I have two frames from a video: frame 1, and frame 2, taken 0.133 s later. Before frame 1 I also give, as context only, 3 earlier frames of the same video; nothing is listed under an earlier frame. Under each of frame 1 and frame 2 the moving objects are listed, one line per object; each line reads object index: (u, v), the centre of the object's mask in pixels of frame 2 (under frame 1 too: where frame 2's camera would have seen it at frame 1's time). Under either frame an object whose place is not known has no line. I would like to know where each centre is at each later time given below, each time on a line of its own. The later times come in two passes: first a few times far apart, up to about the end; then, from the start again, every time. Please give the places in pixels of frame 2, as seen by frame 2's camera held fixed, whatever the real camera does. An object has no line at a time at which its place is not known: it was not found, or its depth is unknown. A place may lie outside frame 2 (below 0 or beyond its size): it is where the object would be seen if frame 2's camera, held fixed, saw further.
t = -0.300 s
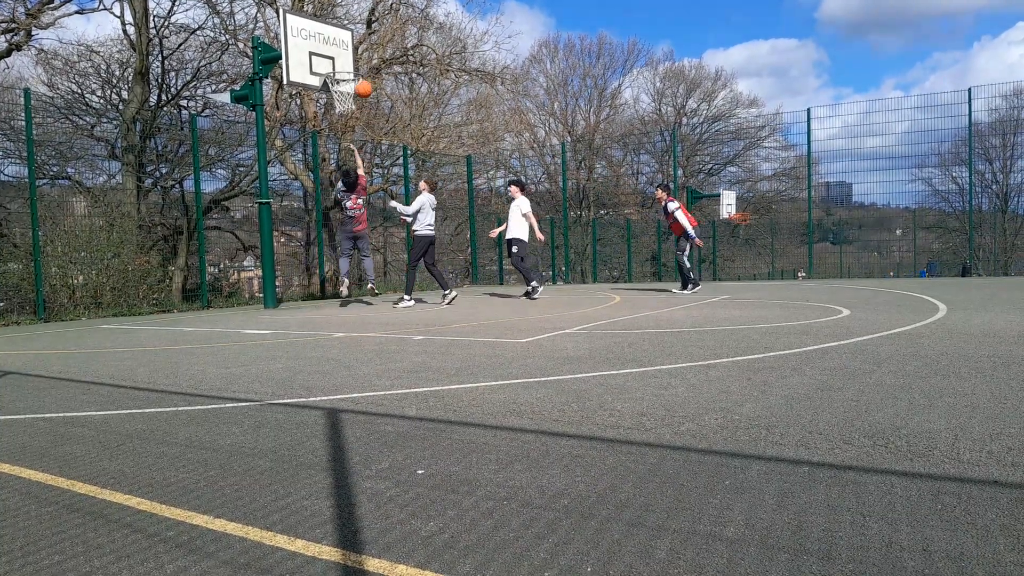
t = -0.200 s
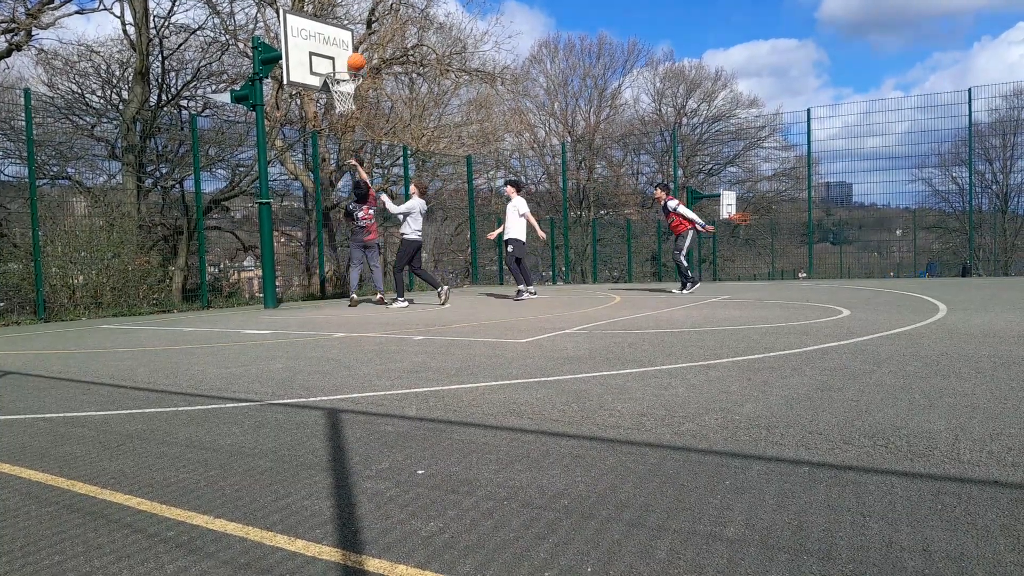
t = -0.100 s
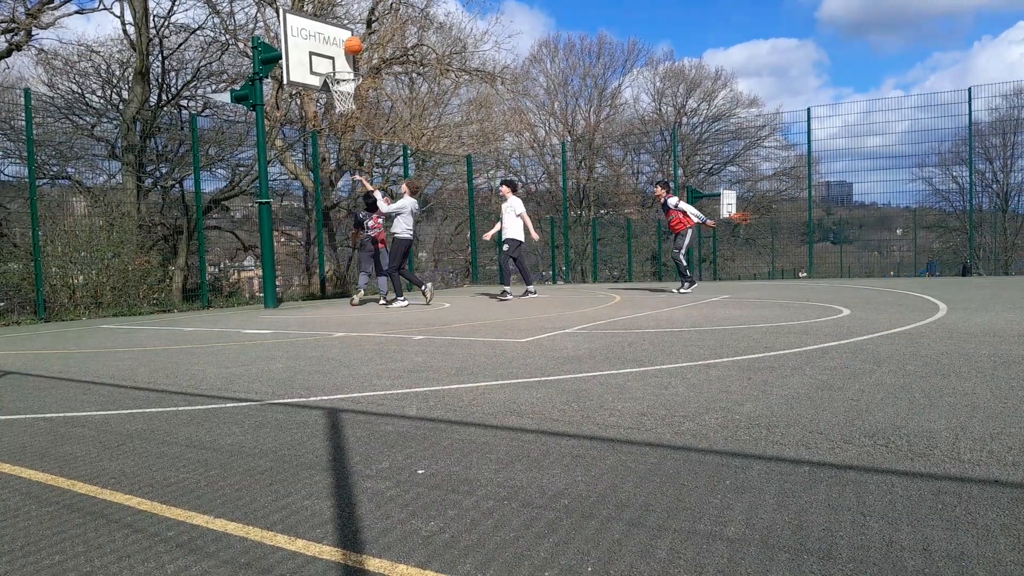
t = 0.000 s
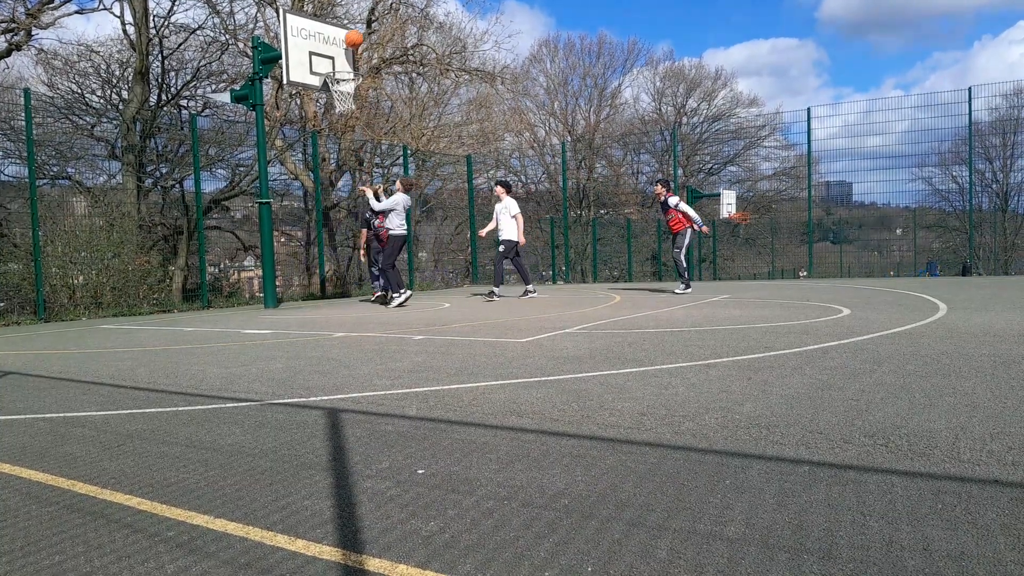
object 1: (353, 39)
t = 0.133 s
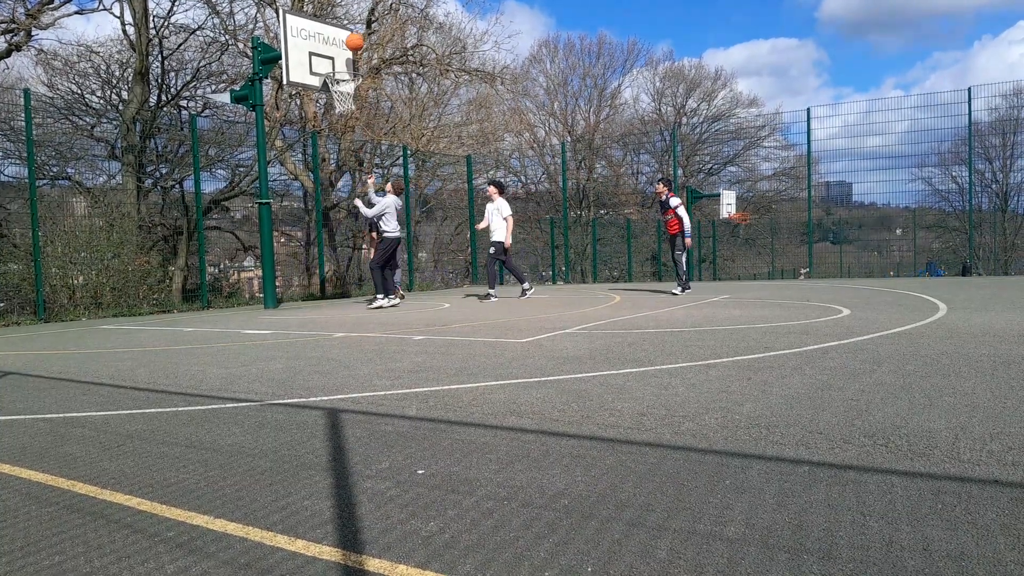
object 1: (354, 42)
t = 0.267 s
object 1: (357, 59)
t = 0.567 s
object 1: (377, 54)
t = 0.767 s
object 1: (396, 74)
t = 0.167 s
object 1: (355, 45)
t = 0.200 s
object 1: (355, 49)
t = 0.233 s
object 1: (356, 53)
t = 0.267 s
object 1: (357, 59)
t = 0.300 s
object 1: (358, 65)
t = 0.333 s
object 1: (358, 68)
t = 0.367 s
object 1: (361, 64)
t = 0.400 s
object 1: (364, 61)
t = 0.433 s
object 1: (367, 58)
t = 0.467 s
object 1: (369, 56)
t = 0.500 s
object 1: (372, 55)
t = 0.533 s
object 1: (375, 54)
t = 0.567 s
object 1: (377, 54)
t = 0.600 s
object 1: (381, 55)
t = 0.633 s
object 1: (384, 58)
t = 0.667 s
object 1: (387, 61)
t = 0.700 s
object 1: (389, 64)
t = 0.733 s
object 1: (393, 68)
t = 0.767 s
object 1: (396, 74)
